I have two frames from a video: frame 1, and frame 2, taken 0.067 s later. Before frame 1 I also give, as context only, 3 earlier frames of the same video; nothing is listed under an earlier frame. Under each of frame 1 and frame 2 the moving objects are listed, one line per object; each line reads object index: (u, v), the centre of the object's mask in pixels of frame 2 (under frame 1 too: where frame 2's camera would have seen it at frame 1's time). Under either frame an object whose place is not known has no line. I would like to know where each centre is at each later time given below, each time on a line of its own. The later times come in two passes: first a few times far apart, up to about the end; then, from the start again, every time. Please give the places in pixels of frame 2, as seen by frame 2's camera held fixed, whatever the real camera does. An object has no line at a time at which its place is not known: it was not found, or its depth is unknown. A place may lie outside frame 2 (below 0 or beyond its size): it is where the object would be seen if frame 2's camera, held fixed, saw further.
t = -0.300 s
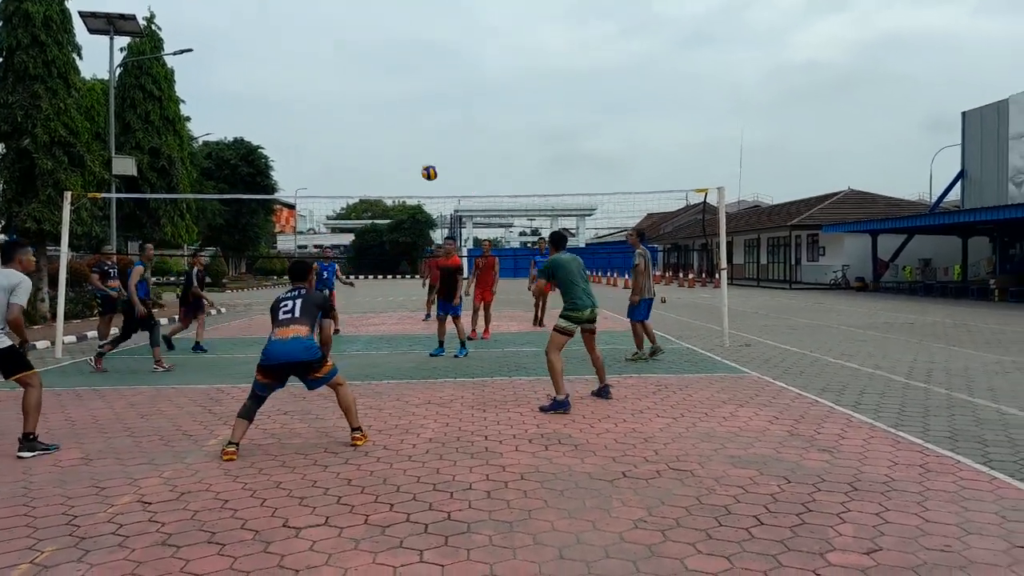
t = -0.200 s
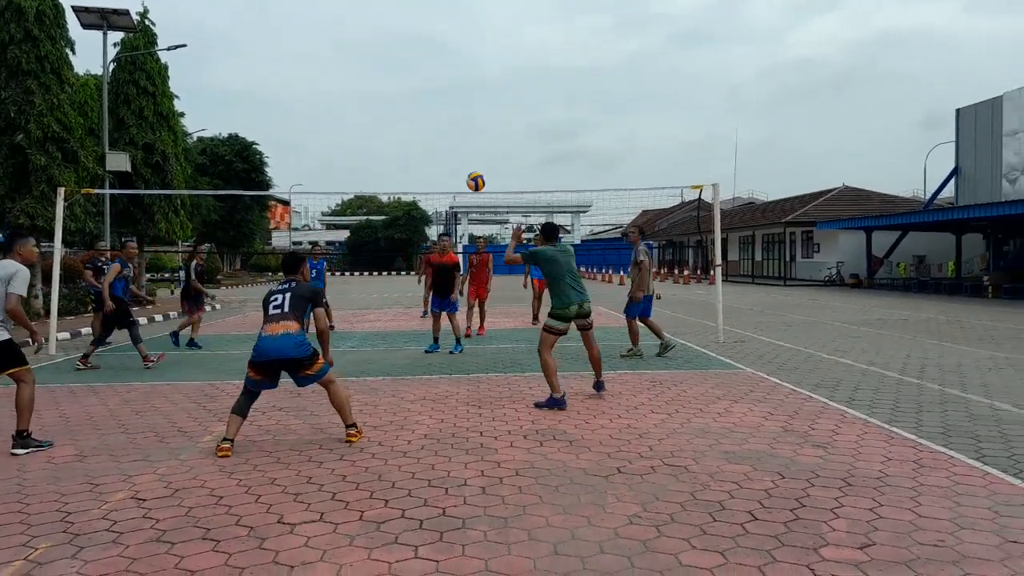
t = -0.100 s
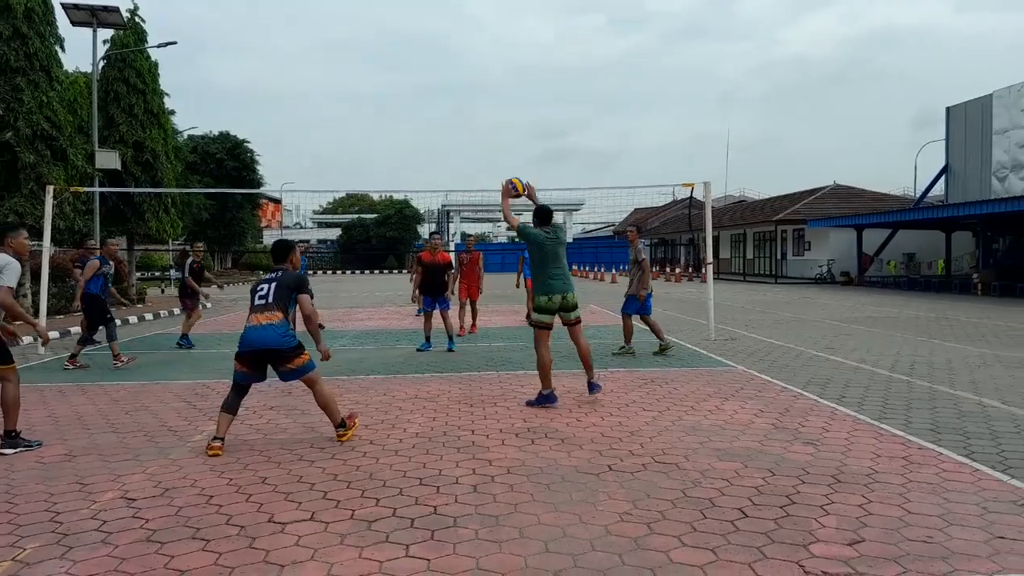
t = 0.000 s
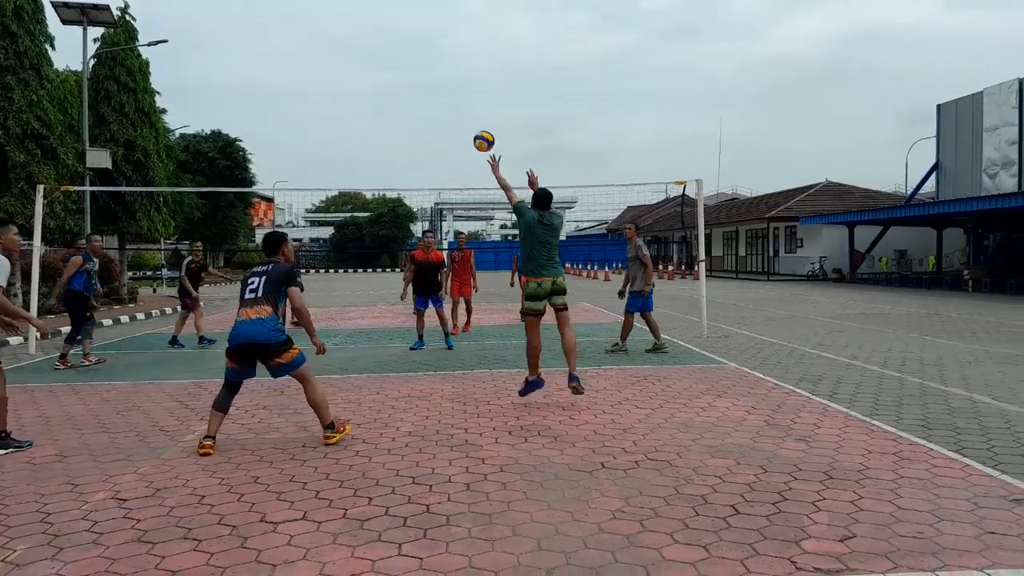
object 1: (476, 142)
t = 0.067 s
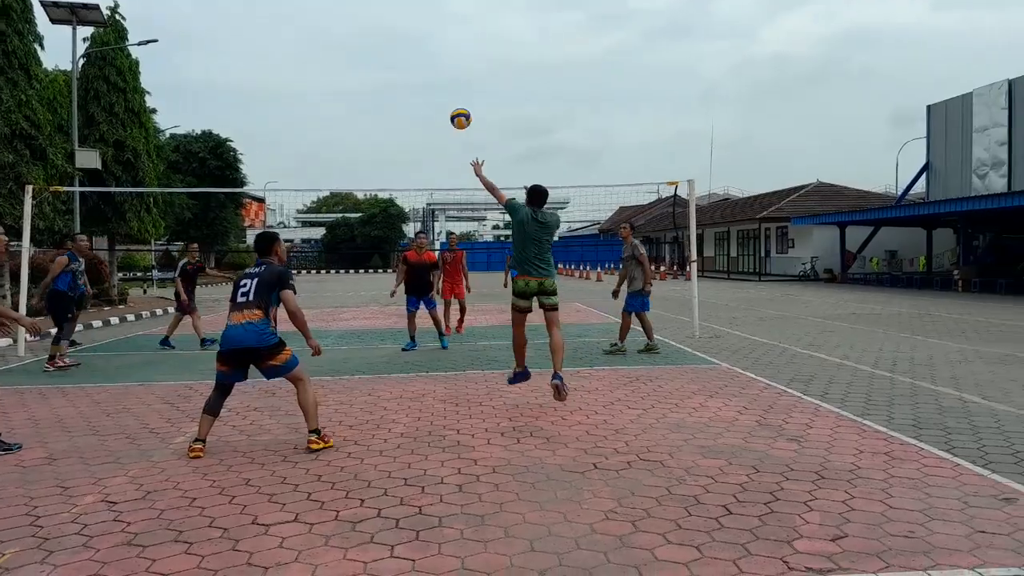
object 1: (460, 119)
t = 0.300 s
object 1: (413, 78)
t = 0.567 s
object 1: (371, 95)
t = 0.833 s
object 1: (337, 166)
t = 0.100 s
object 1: (453, 109)
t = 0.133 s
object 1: (446, 101)
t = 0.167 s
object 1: (439, 94)
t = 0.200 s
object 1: (432, 88)
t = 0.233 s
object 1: (426, 84)
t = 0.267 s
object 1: (419, 80)
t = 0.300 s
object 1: (413, 78)
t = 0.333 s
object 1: (407, 76)
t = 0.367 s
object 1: (401, 76)
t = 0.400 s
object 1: (395, 77)
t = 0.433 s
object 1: (390, 79)
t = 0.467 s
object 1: (385, 82)
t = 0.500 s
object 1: (380, 85)
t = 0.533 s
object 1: (375, 90)
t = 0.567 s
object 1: (371, 95)
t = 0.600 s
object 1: (366, 101)
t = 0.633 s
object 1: (362, 108)
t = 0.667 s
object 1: (356, 116)
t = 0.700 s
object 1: (352, 124)
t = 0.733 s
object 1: (348, 134)
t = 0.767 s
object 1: (344, 144)
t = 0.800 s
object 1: (341, 155)
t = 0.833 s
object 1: (337, 166)
